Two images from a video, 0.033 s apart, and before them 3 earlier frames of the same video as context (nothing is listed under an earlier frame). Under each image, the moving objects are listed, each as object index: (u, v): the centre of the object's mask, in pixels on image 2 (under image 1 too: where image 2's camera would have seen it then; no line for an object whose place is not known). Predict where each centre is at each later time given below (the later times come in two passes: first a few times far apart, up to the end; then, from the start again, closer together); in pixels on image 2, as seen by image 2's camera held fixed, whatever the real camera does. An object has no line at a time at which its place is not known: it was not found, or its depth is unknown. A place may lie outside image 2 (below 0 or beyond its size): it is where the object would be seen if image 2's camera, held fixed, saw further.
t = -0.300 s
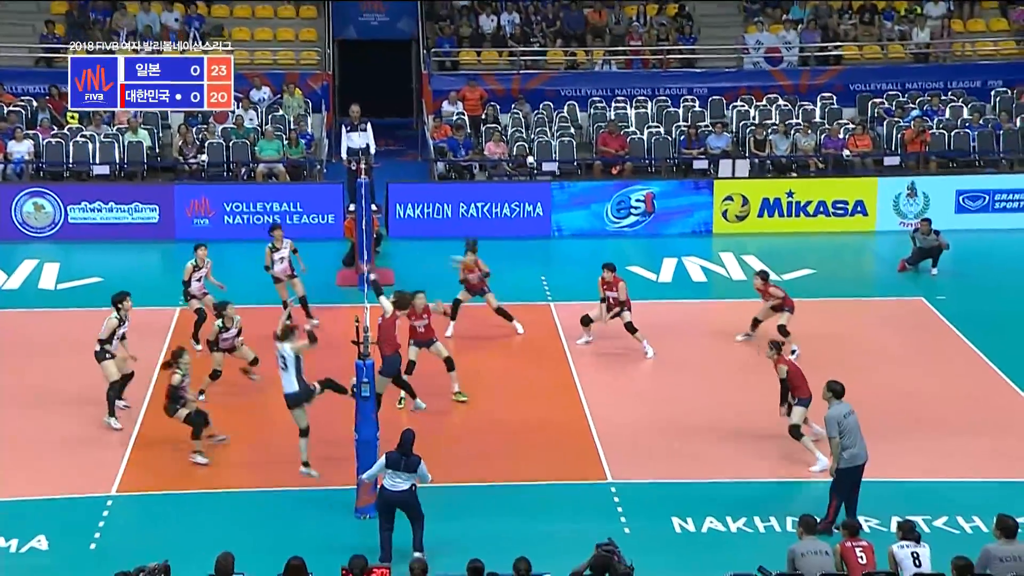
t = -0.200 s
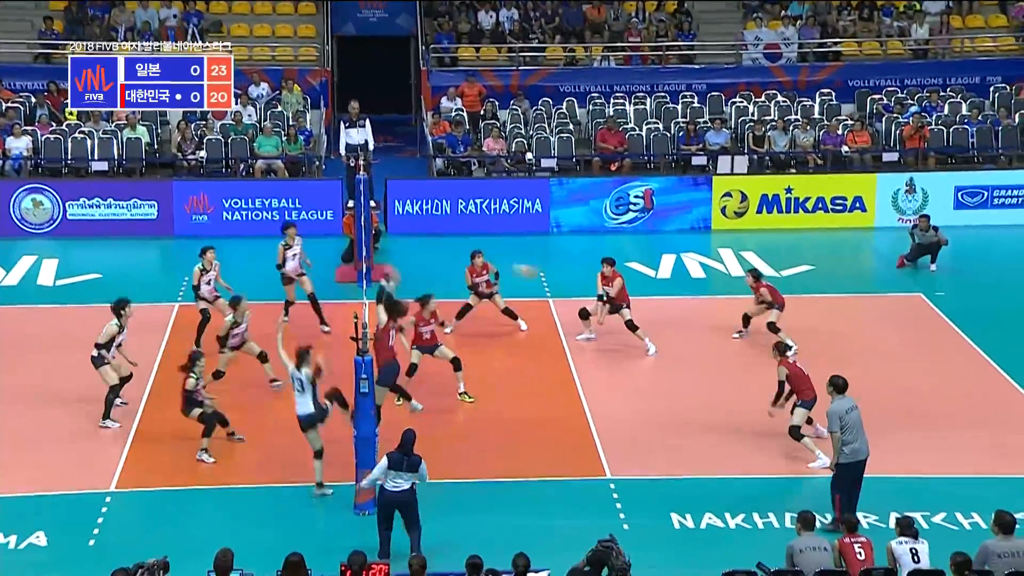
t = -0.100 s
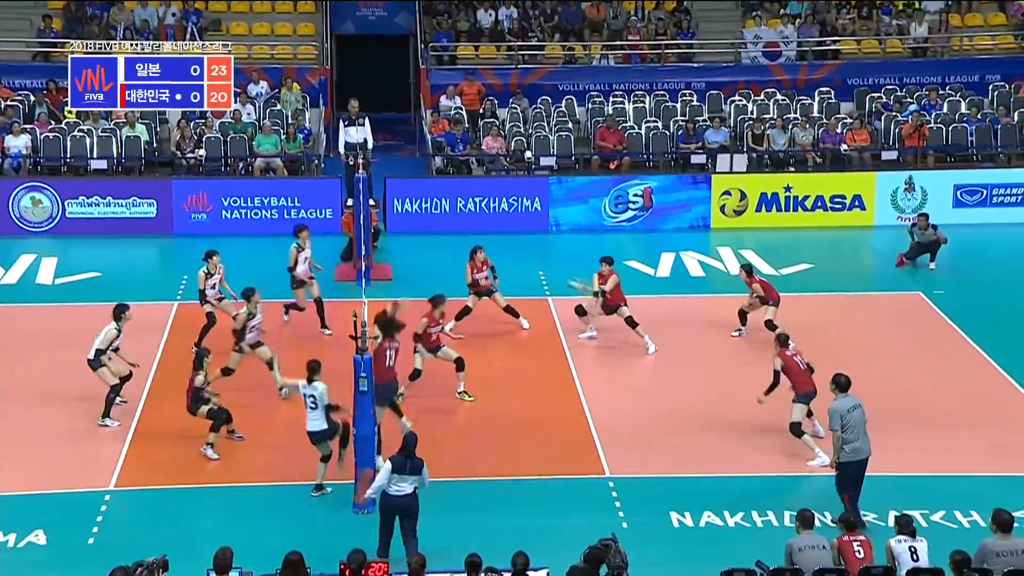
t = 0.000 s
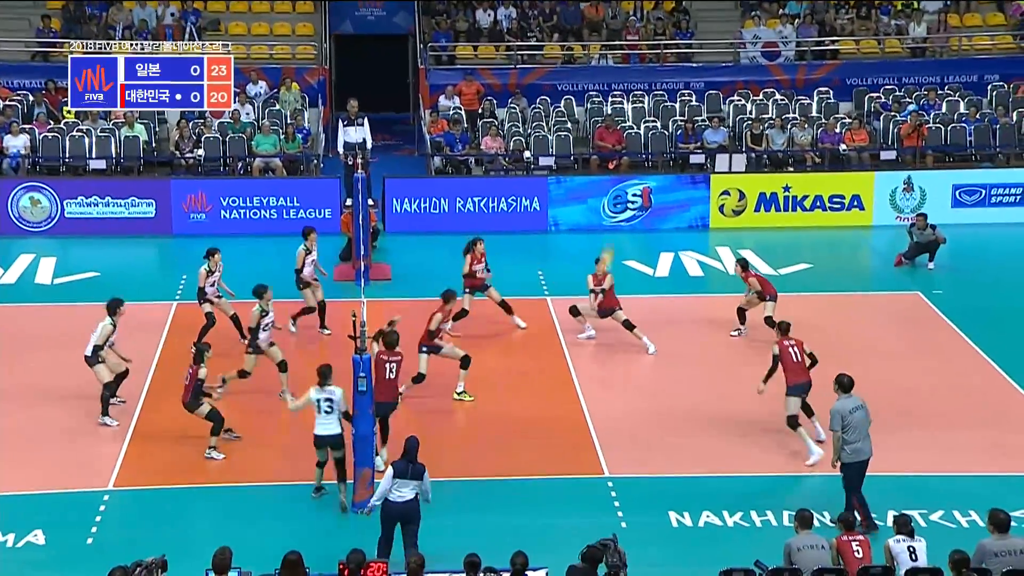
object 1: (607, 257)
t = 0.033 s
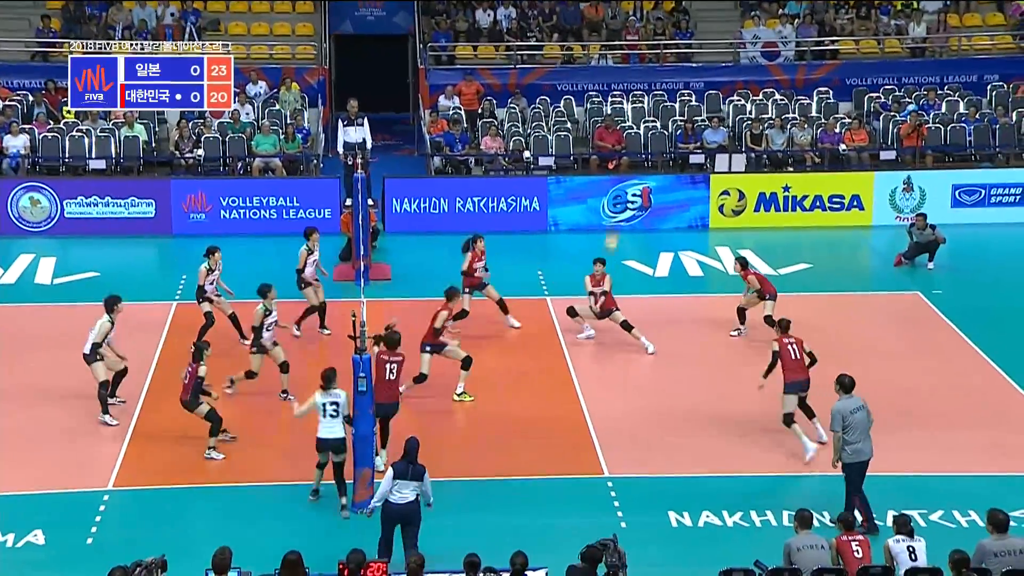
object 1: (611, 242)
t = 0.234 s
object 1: (639, 158)
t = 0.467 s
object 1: (678, 87)
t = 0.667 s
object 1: (713, 57)
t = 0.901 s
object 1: (756, 55)
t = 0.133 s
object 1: (625, 196)
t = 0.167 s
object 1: (630, 181)
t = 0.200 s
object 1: (635, 169)
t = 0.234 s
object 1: (639, 158)
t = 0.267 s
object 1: (644, 146)
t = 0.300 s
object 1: (650, 134)
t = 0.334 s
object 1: (656, 124)
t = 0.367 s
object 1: (661, 113)
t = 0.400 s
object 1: (666, 105)
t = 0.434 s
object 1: (672, 95)
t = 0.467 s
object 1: (678, 87)
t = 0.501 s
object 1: (683, 81)
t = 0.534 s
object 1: (689, 74)
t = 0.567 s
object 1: (695, 69)
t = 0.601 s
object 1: (700, 64)
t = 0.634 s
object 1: (706, 60)
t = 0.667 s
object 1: (713, 57)
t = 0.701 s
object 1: (719, 54)
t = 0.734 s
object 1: (724, 52)
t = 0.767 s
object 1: (731, 51)
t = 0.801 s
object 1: (737, 51)
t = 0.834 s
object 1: (742, 51)
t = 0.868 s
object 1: (749, 55)
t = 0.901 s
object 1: (756, 55)
